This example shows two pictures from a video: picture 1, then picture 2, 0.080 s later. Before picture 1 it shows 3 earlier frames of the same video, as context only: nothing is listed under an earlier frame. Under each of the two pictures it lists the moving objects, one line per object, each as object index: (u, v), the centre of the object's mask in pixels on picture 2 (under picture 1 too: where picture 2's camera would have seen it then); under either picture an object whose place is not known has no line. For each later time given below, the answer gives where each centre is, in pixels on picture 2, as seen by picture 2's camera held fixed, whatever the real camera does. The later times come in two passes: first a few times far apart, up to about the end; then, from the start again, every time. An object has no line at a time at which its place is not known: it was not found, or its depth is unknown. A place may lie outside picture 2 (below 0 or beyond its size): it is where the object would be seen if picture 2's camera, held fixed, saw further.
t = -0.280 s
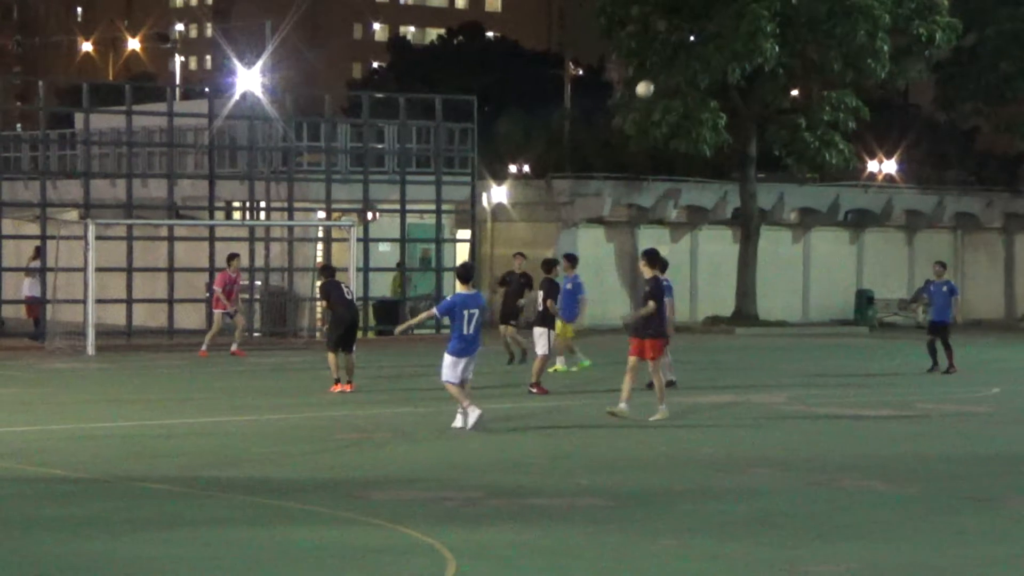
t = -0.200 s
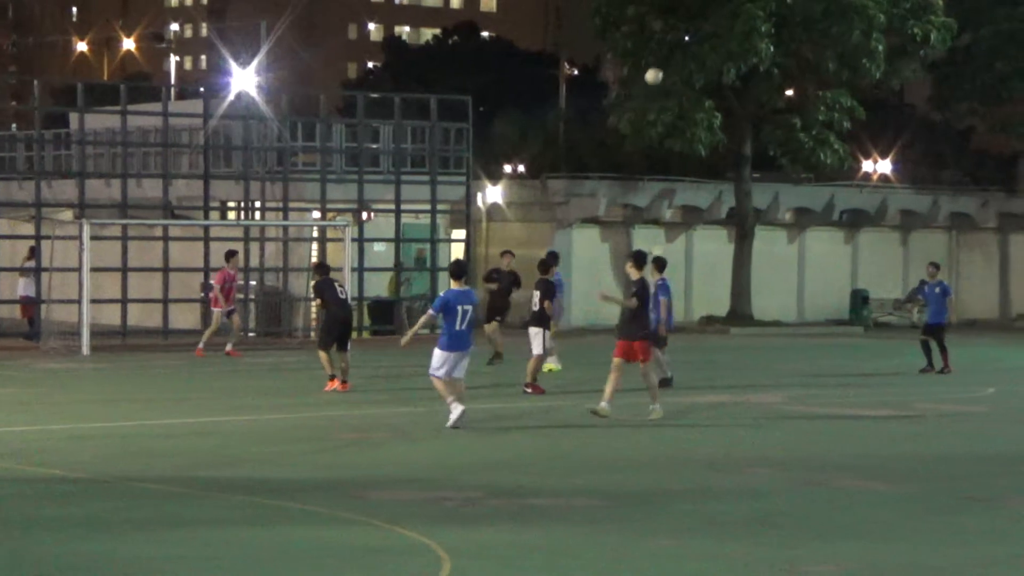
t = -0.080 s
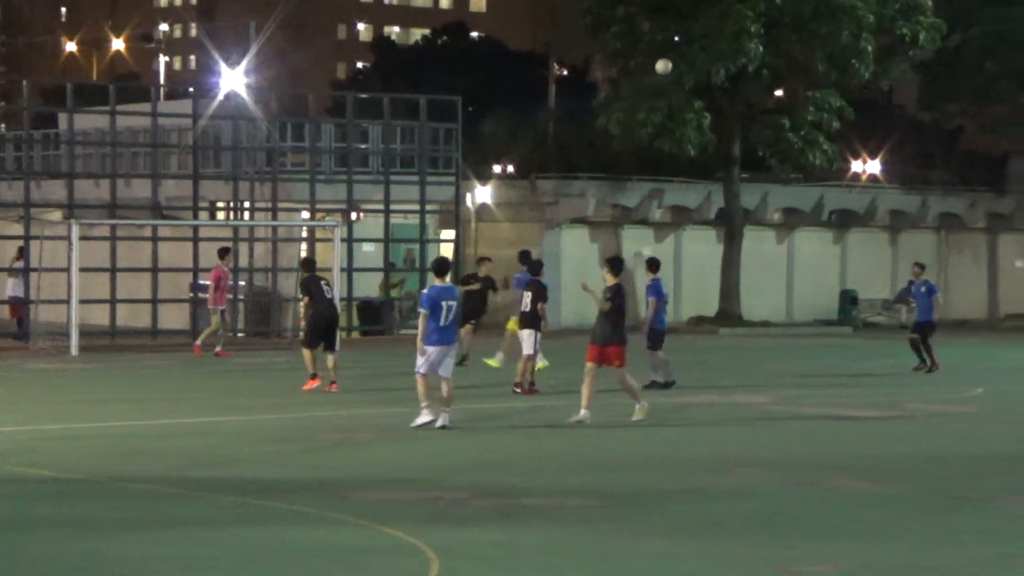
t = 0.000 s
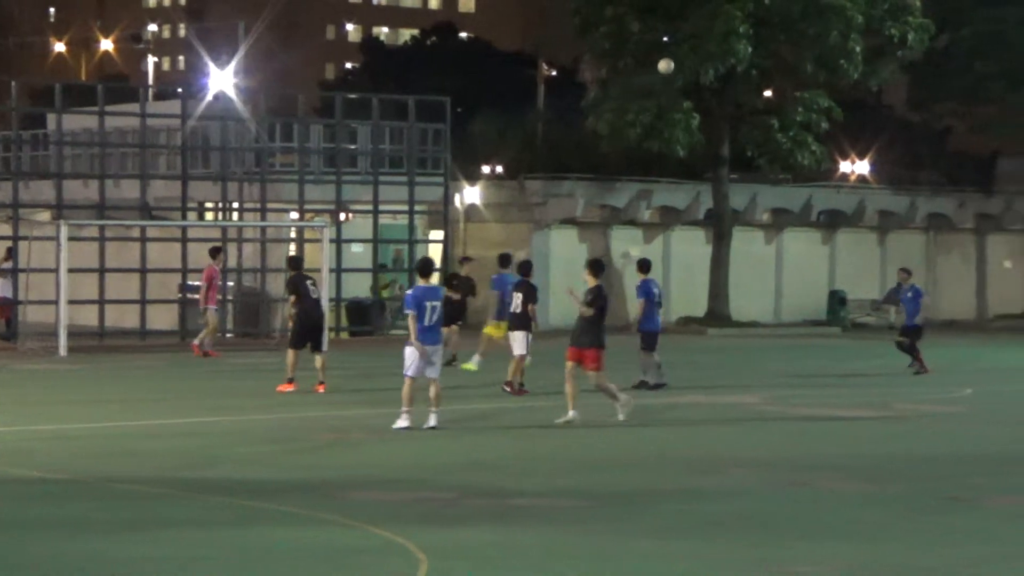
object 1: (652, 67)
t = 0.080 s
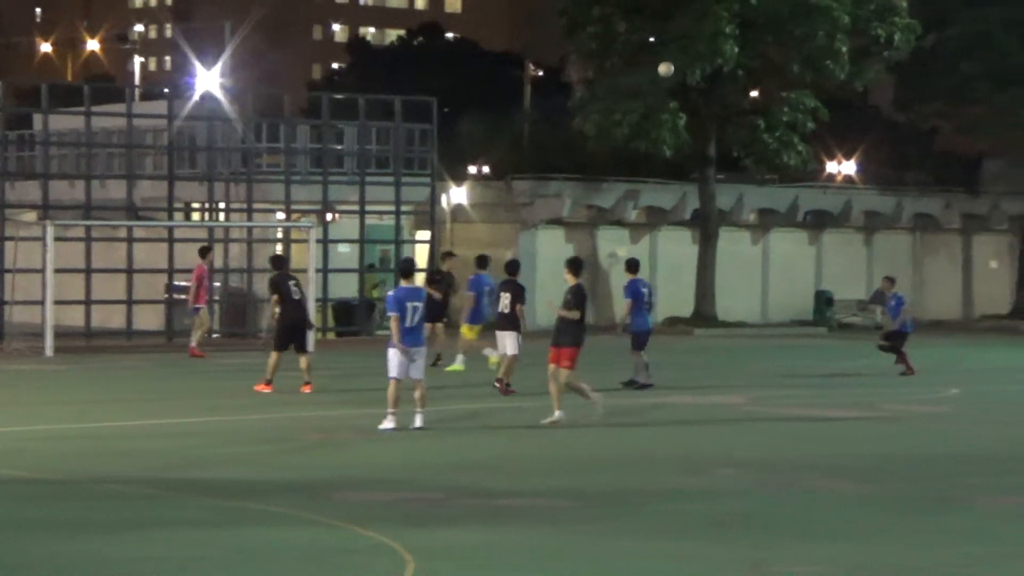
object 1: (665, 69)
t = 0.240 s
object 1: (691, 87)
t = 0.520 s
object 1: (736, 146)
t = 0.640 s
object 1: (754, 180)
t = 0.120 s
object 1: (672, 73)
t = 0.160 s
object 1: (678, 76)
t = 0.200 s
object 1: (685, 81)
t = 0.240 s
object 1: (691, 87)
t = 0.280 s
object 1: (698, 93)
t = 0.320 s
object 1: (704, 100)
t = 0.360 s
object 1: (710, 108)
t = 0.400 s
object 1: (717, 116)
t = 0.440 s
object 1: (723, 126)
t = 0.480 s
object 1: (729, 136)
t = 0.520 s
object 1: (736, 146)
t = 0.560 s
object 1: (742, 157)
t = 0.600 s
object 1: (748, 169)
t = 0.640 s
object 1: (754, 180)
